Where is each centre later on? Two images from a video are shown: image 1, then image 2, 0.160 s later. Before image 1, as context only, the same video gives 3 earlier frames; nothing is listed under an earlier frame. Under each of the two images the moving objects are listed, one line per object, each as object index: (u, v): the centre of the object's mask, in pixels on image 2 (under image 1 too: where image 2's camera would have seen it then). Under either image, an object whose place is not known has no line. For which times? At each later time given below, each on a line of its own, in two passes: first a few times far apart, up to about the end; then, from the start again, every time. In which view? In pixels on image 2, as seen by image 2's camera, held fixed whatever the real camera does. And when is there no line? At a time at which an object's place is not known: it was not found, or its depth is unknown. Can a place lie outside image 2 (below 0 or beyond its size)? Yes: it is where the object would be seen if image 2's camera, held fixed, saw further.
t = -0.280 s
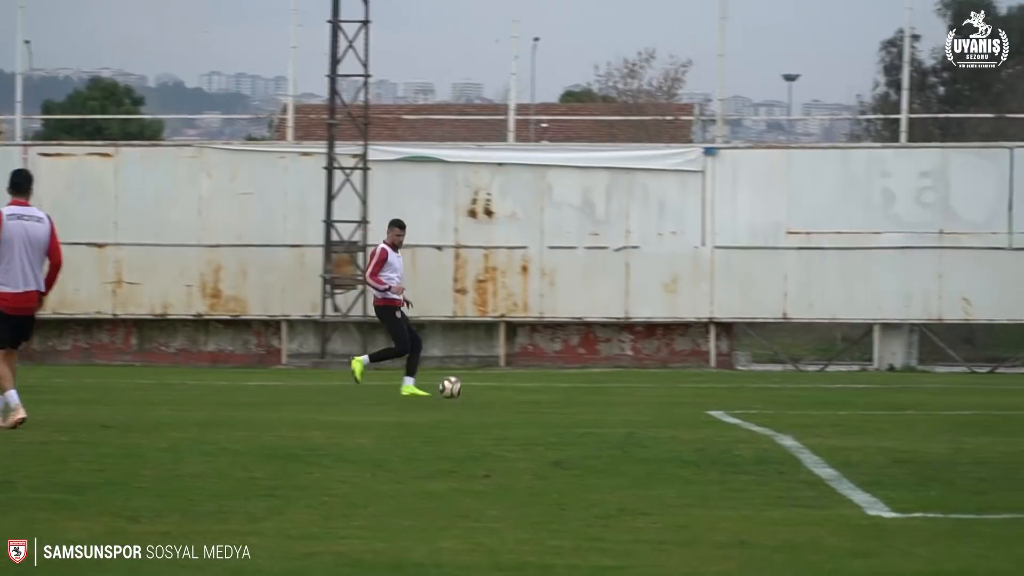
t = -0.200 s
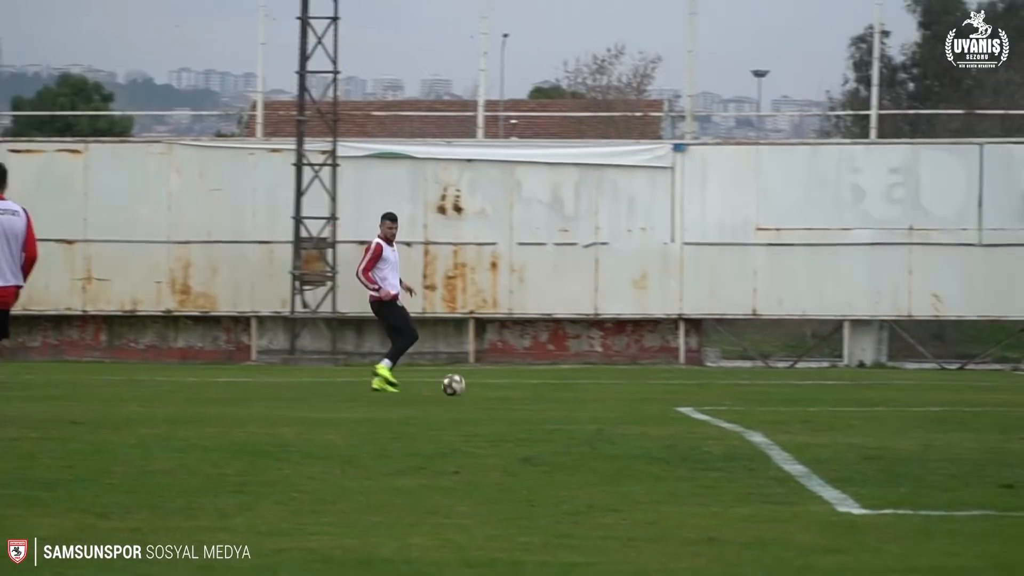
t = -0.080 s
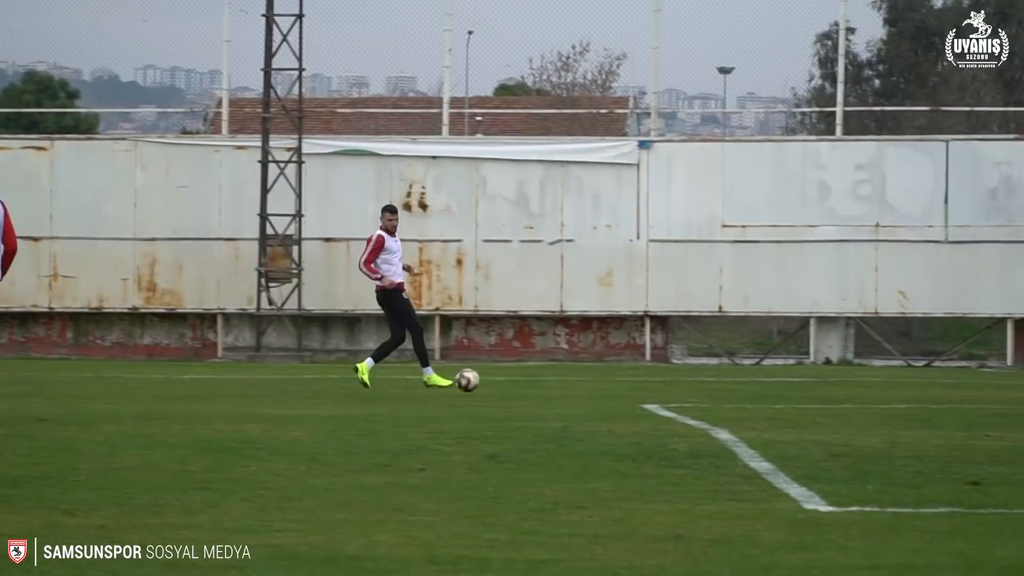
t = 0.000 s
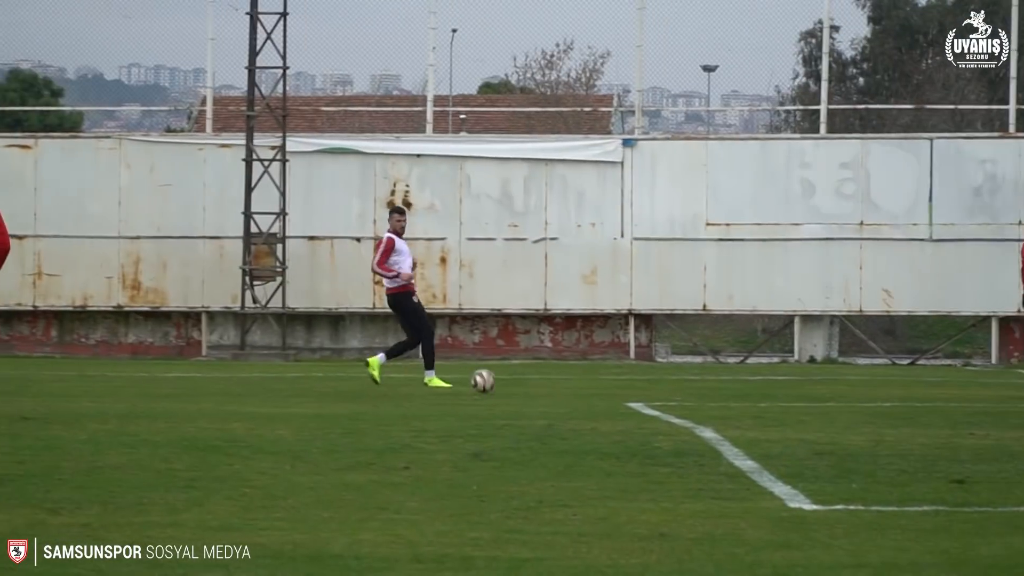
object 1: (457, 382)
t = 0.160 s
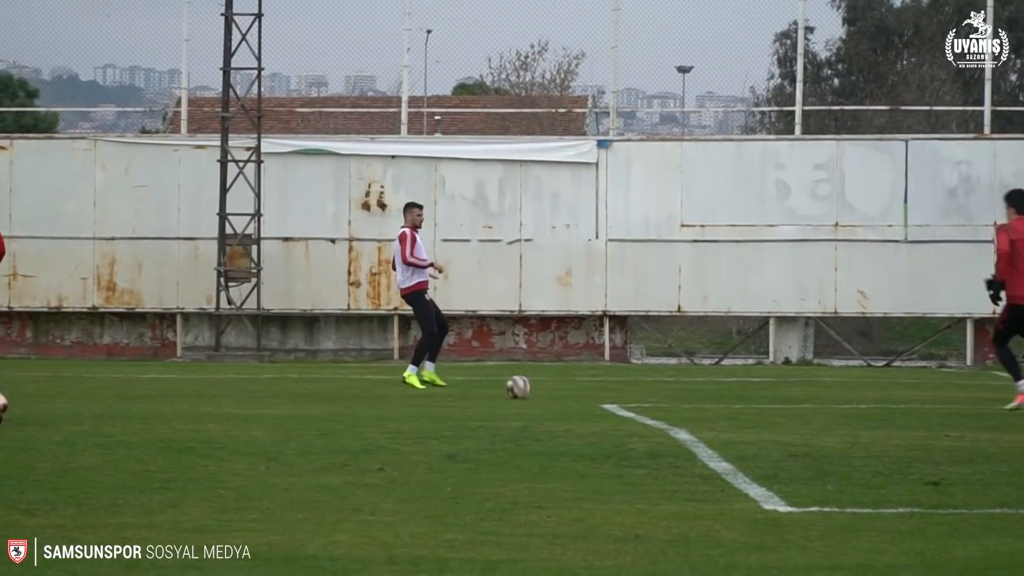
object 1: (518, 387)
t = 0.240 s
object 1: (549, 387)
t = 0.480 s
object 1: (640, 385)
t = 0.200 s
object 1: (533, 389)
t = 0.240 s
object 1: (549, 387)
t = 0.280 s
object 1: (564, 386)
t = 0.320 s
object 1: (579, 388)
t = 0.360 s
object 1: (594, 391)
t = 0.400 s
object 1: (610, 392)
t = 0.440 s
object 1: (625, 388)
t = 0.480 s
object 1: (640, 385)
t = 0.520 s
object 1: (656, 385)
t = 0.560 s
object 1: (671, 386)
